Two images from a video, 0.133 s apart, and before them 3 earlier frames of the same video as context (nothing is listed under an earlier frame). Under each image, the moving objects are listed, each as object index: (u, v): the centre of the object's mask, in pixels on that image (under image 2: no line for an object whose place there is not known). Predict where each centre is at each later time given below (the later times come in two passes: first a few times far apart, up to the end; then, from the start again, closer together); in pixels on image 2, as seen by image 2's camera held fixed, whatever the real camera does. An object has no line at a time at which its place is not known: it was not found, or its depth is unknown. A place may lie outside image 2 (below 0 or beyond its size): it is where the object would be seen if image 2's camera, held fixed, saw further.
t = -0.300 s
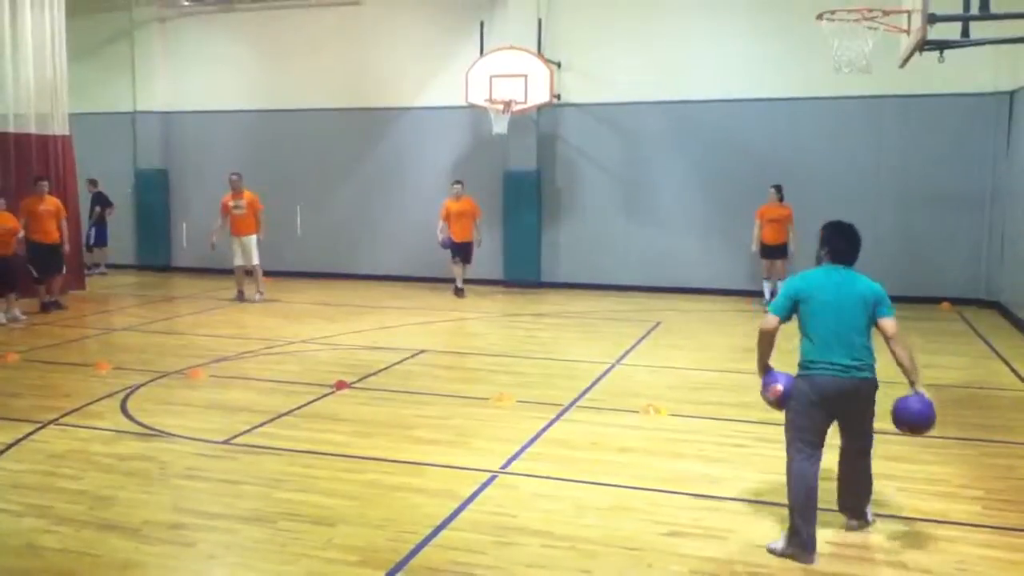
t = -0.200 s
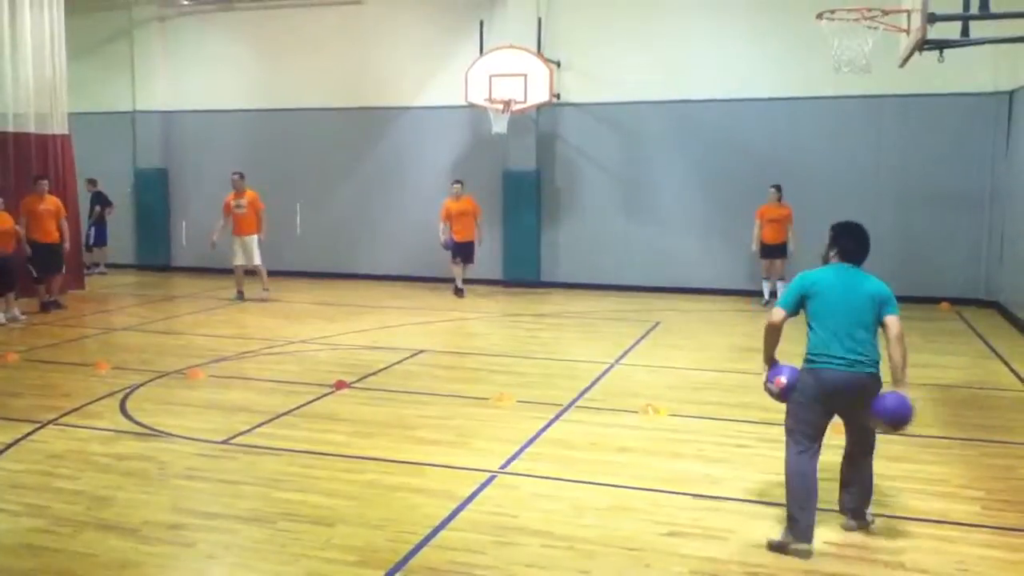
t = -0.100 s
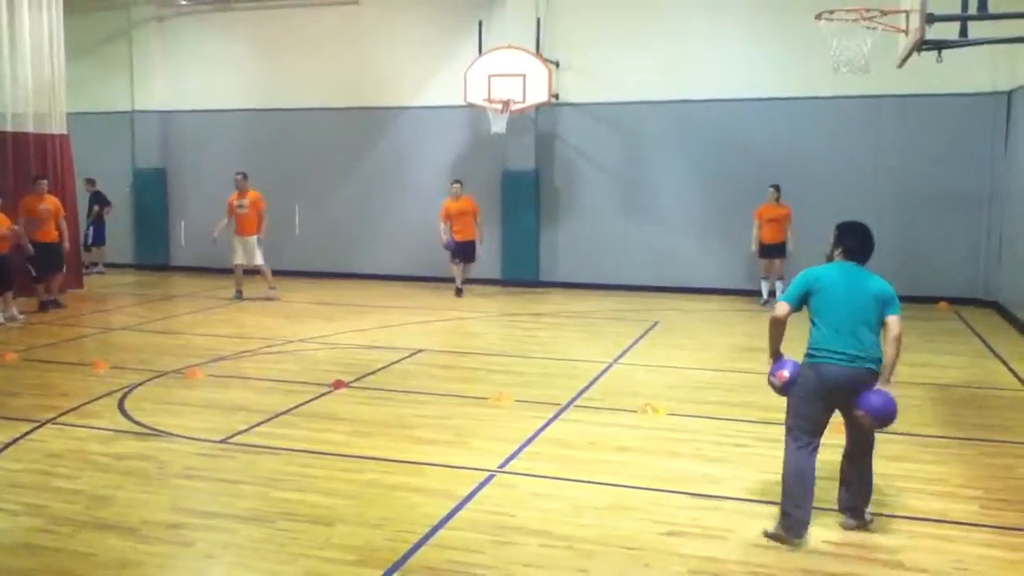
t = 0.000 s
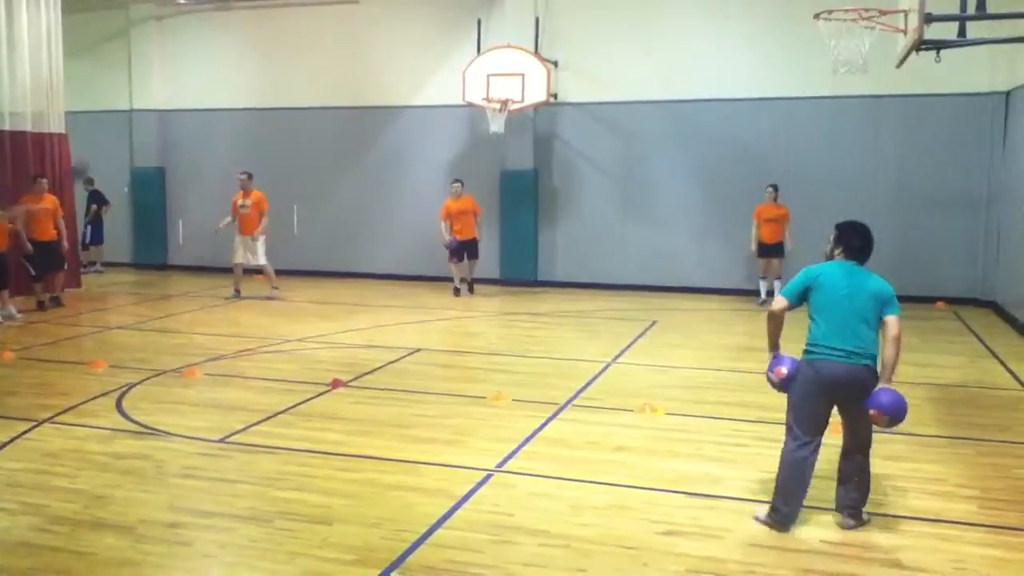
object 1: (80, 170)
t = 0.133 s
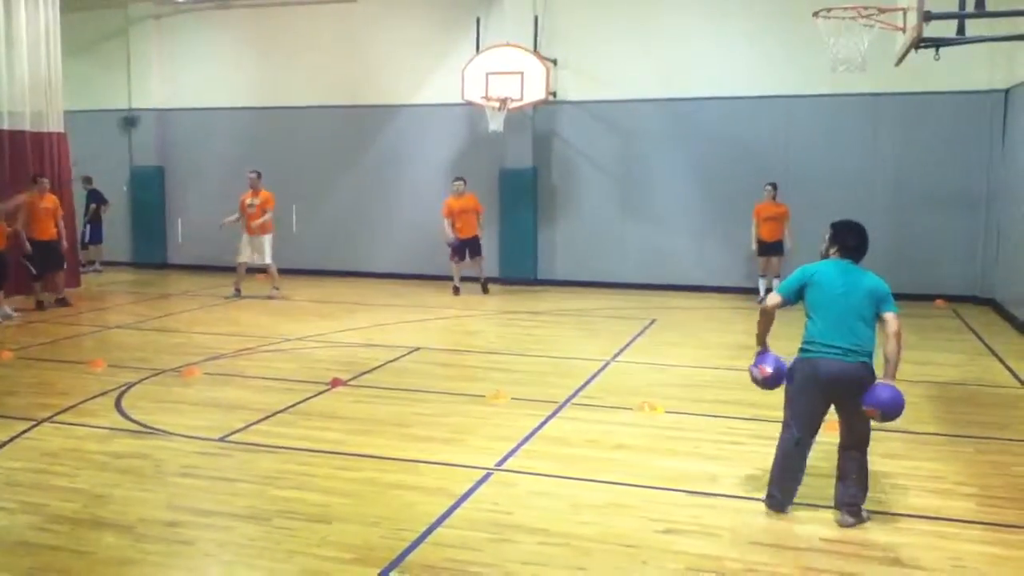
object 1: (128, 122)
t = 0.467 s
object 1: (253, 59)
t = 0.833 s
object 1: (376, 97)
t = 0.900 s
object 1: (398, 116)
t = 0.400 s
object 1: (230, 64)
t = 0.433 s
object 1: (241, 61)
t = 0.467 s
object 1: (253, 59)
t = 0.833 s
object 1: (376, 97)
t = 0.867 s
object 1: (388, 106)
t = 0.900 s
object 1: (398, 116)
